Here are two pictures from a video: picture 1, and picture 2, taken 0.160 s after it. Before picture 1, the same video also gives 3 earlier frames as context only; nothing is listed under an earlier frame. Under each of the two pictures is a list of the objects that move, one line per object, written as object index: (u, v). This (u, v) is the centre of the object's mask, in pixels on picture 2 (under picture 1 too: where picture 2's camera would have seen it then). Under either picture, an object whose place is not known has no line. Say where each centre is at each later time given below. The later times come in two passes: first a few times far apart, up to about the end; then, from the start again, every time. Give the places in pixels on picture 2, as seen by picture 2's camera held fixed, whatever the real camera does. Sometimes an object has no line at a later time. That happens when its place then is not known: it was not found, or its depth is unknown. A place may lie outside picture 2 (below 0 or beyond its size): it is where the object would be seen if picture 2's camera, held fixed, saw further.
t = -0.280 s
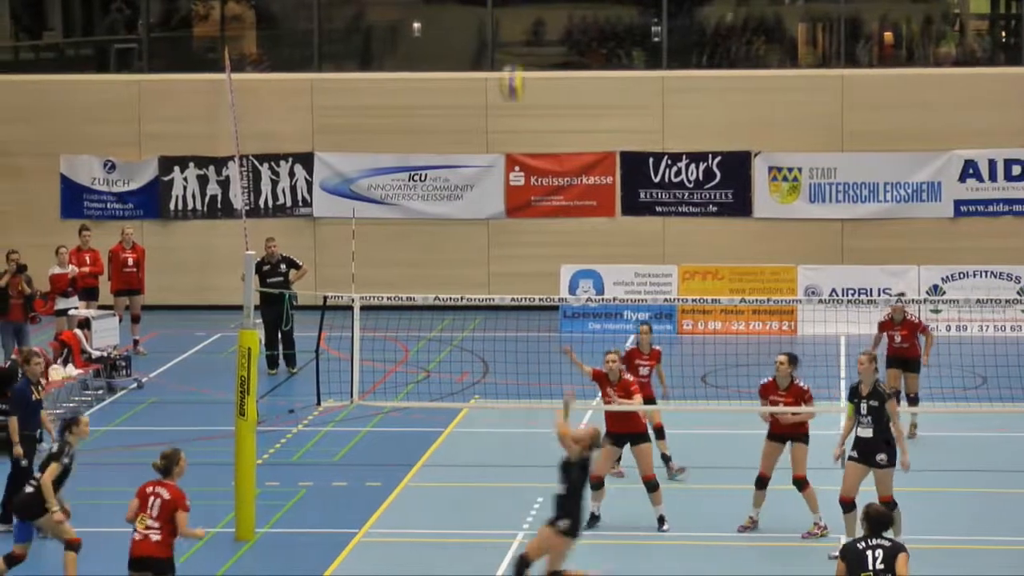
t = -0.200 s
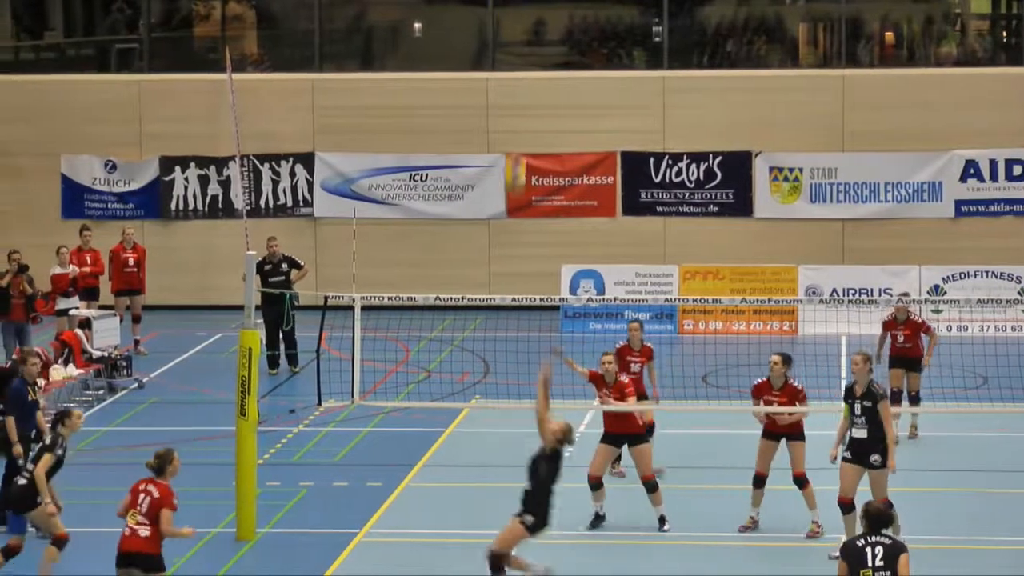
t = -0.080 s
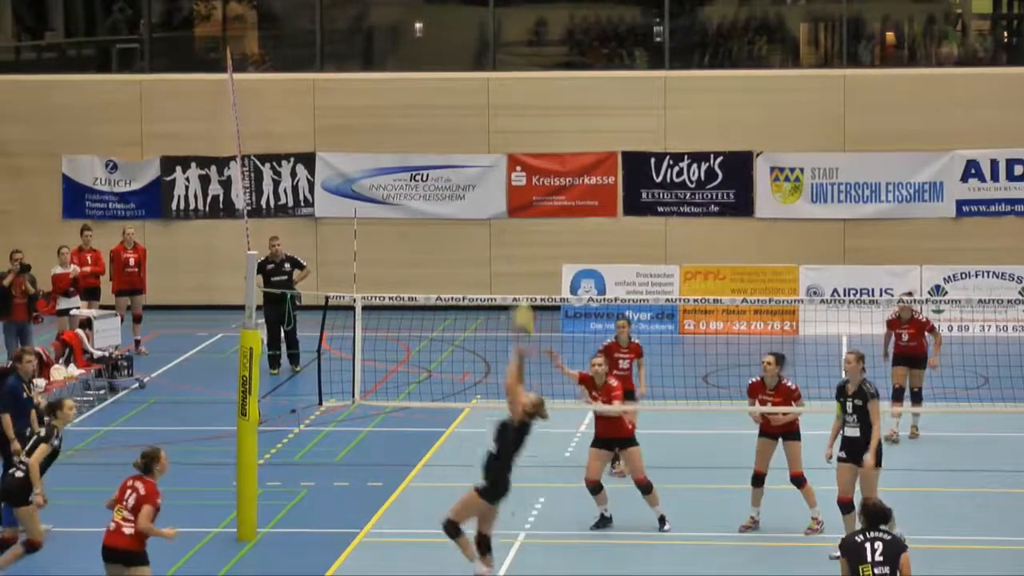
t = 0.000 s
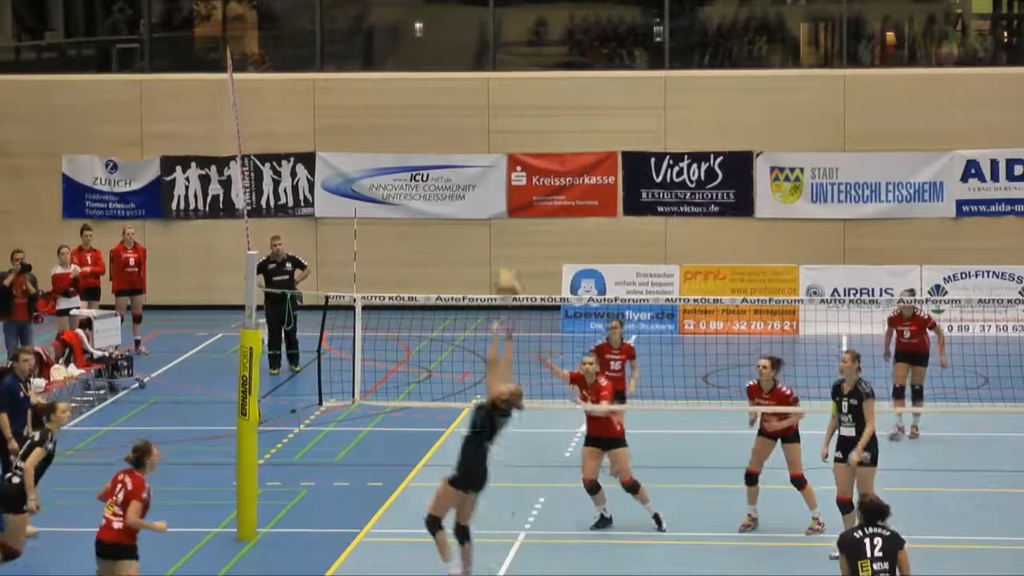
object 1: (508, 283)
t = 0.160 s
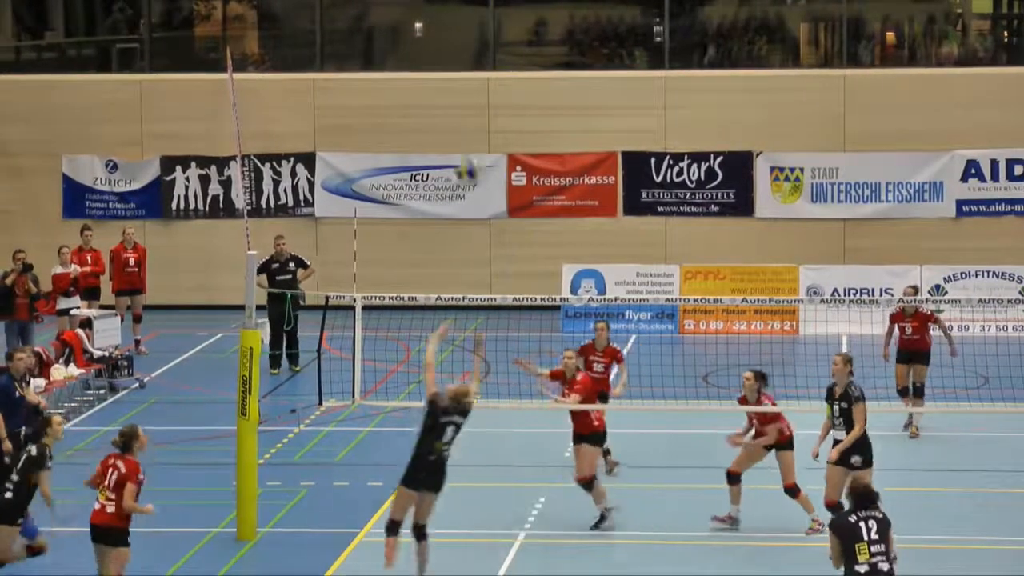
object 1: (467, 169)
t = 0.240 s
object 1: (449, 127)
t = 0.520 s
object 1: (388, 31)
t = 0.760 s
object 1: (339, 24)
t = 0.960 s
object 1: (302, 68)
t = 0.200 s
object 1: (459, 147)
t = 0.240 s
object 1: (449, 127)
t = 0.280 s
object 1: (439, 104)
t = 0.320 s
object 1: (430, 87)
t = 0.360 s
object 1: (422, 70)
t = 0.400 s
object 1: (413, 58)
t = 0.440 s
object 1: (405, 47)
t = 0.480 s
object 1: (396, 39)
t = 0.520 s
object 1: (388, 31)
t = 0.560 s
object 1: (380, 25)
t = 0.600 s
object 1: (371, 21)
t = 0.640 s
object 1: (363, 19)
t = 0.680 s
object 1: (355, 19)
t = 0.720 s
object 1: (347, 21)
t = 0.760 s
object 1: (339, 24)
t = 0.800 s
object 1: (332, 30)
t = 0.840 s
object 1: (324, 37)
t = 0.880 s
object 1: (316, 46)
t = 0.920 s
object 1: (310, 56)
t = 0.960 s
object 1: (302, 68)
